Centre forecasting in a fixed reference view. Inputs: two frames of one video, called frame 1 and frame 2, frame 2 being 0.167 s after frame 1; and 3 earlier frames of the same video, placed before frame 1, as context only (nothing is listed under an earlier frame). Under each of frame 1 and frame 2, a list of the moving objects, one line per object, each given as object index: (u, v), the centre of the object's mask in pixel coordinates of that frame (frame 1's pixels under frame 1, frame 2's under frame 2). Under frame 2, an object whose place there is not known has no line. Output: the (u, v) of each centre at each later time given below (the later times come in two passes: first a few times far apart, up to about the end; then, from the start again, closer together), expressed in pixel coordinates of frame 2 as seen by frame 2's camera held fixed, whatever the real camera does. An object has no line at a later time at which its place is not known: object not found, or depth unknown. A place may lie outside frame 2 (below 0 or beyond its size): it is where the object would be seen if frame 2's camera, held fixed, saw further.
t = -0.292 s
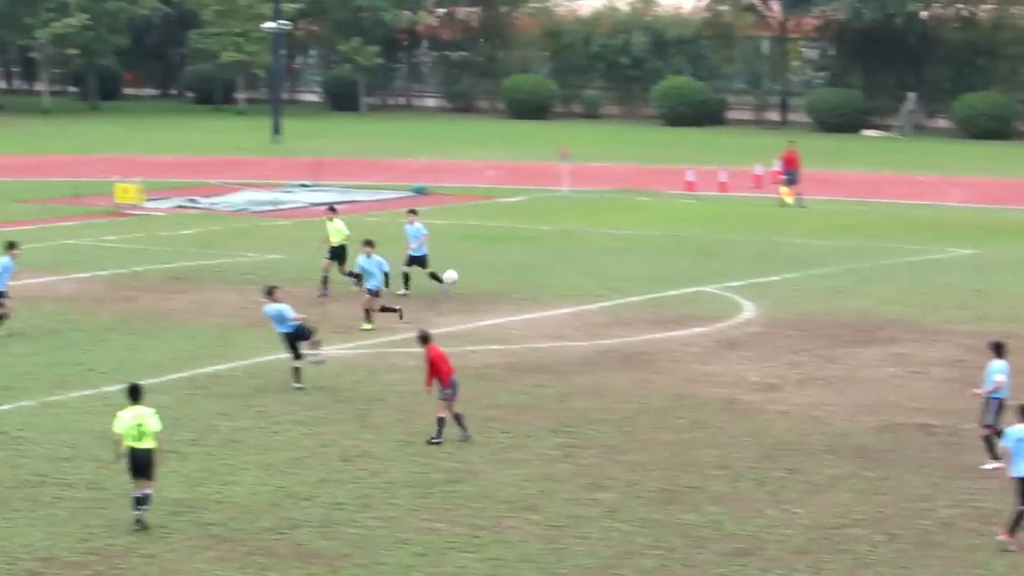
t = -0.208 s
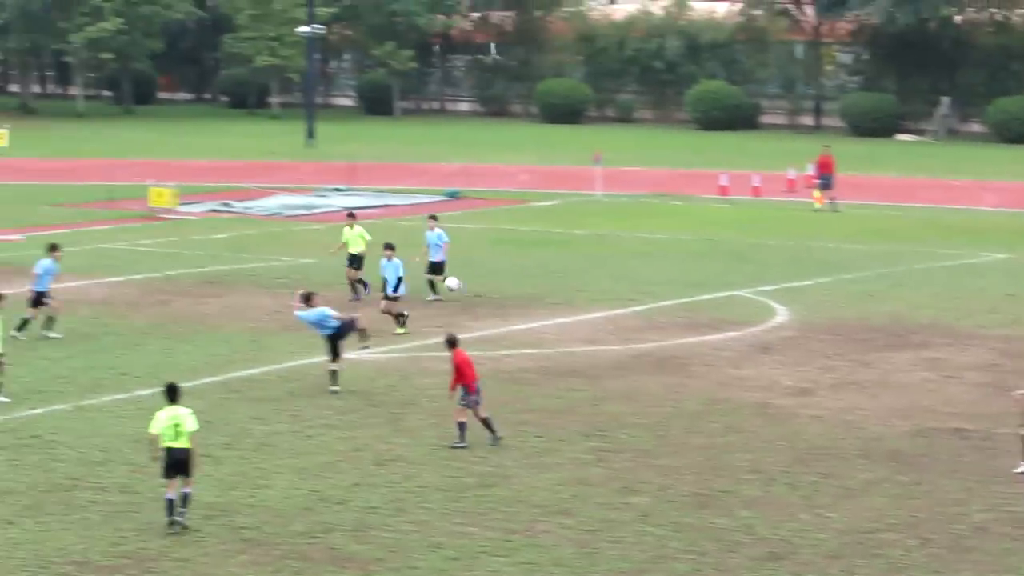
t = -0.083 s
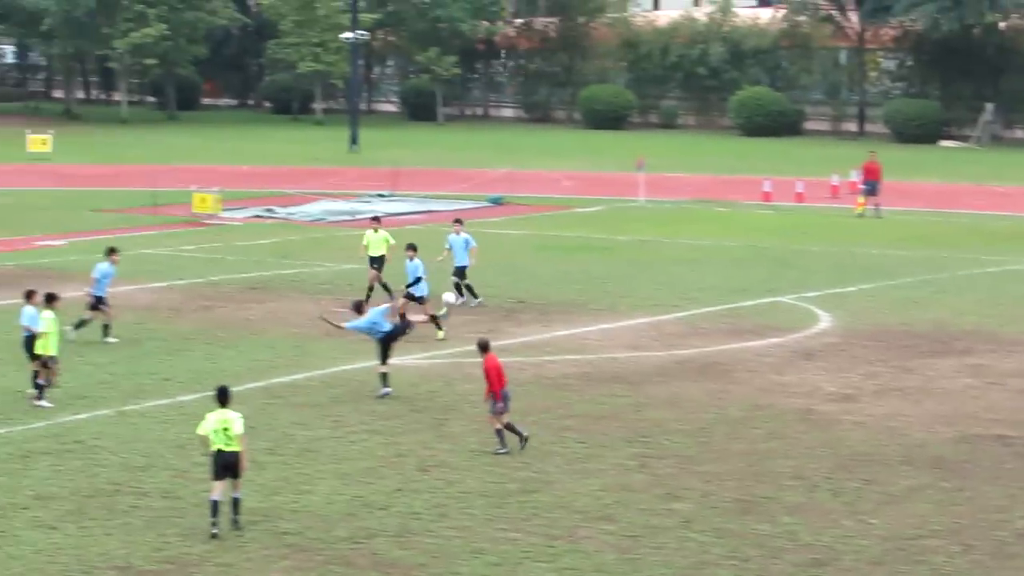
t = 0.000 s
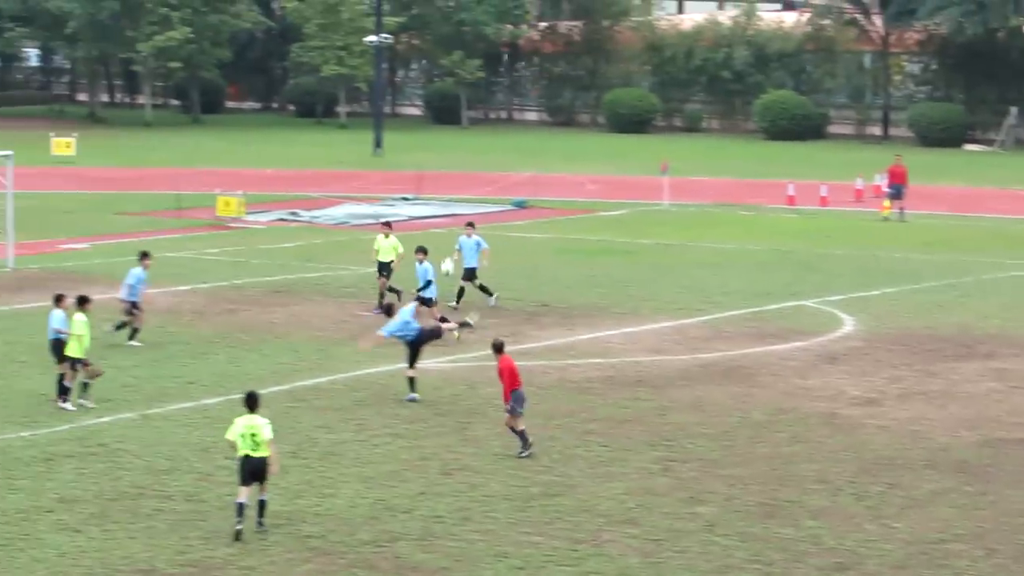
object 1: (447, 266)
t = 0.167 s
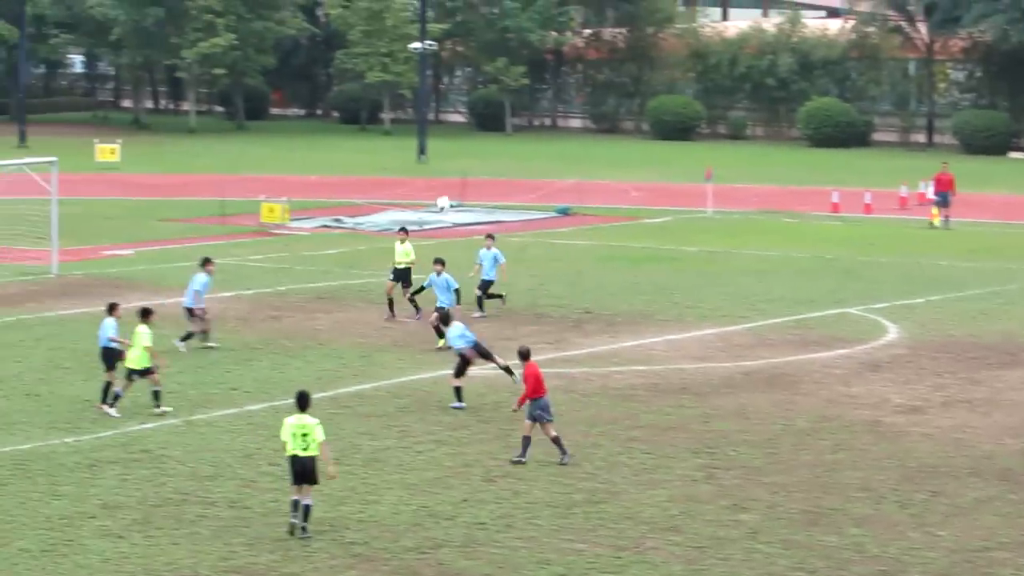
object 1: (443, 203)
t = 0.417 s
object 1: (371, 135)
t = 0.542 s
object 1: (334, 116)
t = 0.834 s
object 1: (249, 110)
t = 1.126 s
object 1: (163, 158)
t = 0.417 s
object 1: (371, 135)
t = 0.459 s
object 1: (358, 128)
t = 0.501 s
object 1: (346, 121)
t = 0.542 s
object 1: (334, 116)
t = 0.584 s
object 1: (322, 112)
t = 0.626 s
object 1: (310, 109)
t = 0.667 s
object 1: (298, 106)
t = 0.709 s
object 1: (286, 106)
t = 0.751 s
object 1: (274, 107)
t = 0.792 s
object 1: (261, 108)
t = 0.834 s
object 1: (249, 110)
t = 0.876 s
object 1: (236, 114)
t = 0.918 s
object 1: (224, 118)
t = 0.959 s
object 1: (212, 123)
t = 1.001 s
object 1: (200, 130)
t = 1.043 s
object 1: (188, 138)
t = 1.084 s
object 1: (175, 148)
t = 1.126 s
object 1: (163, 158)
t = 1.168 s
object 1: (150, 170)
